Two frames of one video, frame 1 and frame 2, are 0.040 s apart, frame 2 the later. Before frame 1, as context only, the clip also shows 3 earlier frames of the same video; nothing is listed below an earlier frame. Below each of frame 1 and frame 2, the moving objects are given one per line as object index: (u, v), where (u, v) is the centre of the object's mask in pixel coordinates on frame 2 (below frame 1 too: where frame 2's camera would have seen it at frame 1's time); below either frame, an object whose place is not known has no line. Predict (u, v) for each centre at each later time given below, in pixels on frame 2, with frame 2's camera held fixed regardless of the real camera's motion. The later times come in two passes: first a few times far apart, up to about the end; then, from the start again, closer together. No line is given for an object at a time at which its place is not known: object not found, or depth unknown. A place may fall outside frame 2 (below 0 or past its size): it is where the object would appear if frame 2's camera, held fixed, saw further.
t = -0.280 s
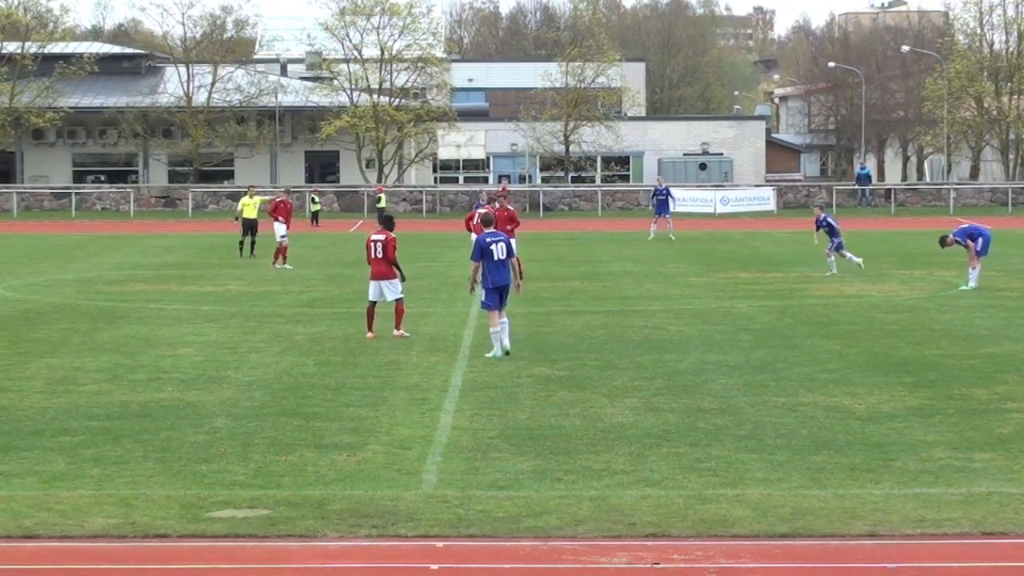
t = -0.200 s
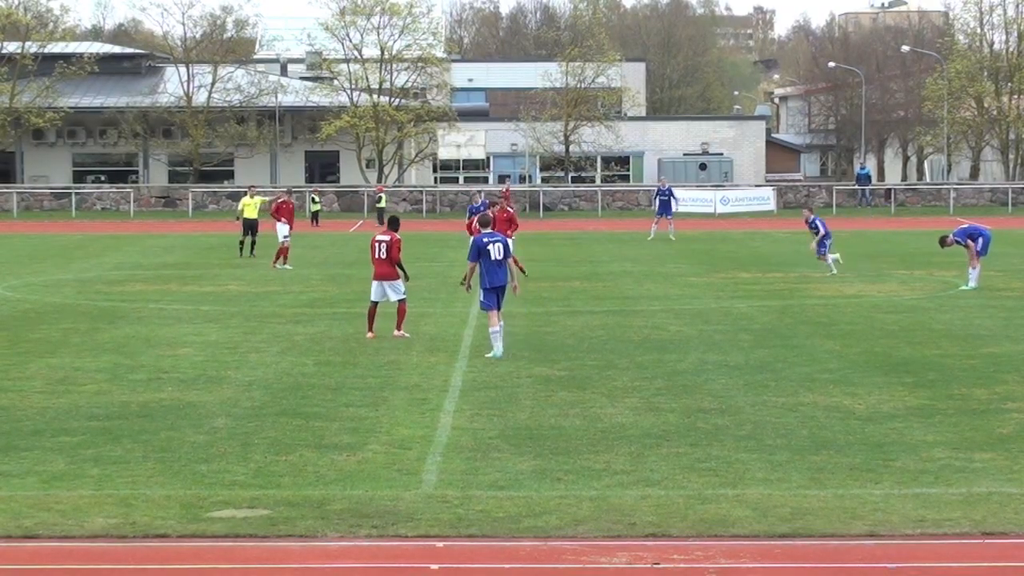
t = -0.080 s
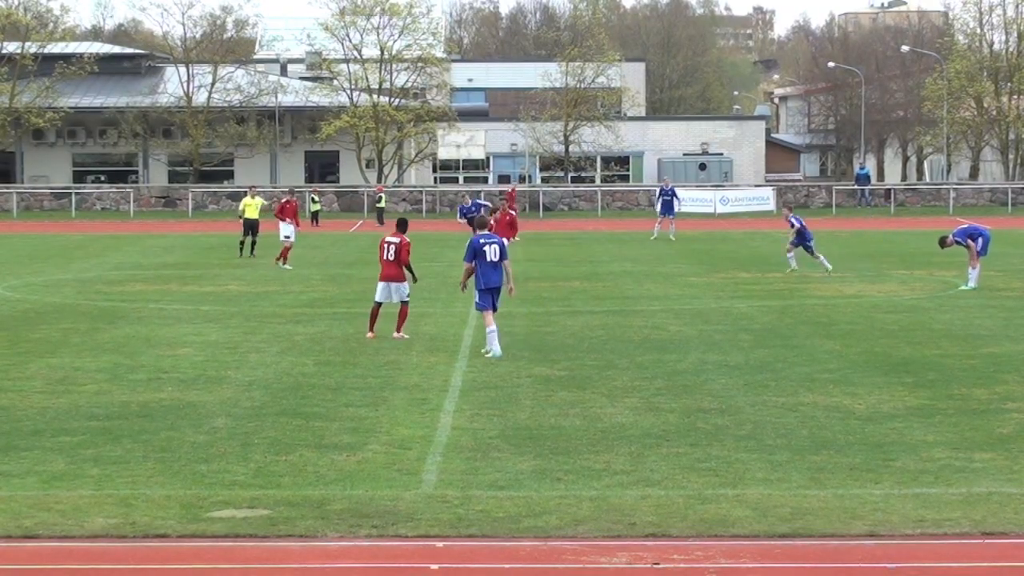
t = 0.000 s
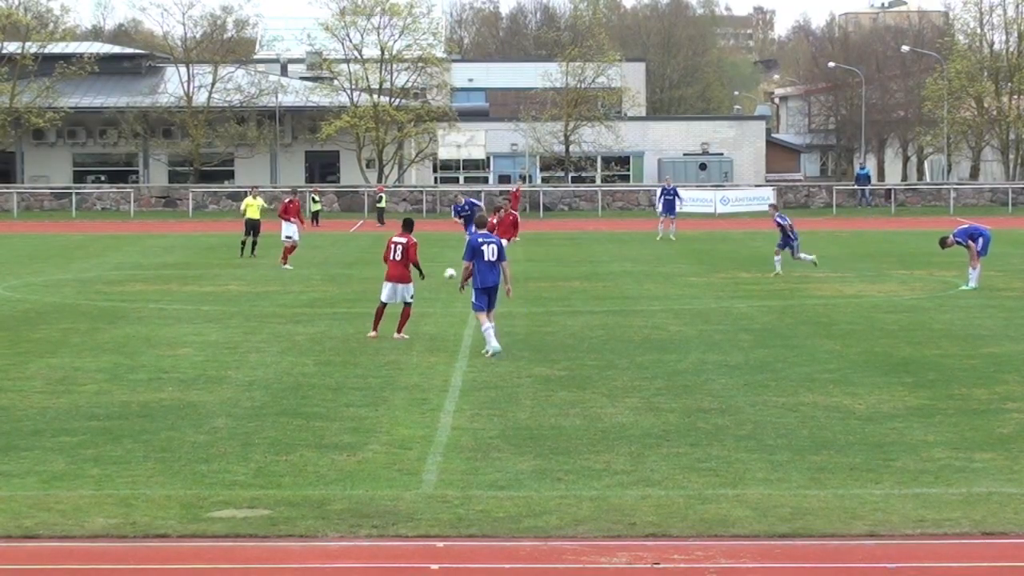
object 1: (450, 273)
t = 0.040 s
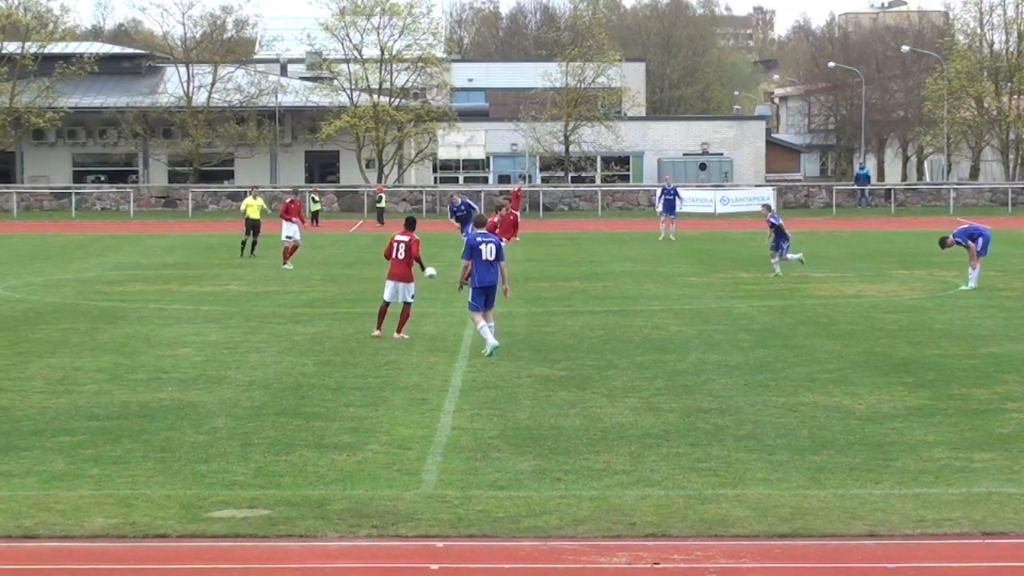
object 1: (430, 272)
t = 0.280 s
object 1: (317, 280)
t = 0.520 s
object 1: (229, 281)
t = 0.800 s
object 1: (130, 281)
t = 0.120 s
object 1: (389, 272)
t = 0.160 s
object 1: (372, 274)
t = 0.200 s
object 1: (352, 277)
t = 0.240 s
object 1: (333, 281)
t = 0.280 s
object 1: (317, 280)
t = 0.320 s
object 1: (302, 278)
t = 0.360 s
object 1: (287, 276)
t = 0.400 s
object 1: (273, 276)
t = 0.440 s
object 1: (259, 277)
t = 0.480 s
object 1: (244, 278)
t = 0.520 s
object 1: (229, 281)
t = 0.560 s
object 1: (215, 284)
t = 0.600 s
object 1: (201, 282)
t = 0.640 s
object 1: (187, 280)
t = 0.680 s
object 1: (172, 279)
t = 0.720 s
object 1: (159, 279)
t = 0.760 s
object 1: (144, 280)
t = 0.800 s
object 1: (130, 281)
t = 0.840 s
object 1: (116, 284)
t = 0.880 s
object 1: (102, 285)
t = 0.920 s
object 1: (88, 283)
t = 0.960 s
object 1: (74, 282)
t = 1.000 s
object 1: (59, 281)
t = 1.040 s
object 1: (45, 284)
